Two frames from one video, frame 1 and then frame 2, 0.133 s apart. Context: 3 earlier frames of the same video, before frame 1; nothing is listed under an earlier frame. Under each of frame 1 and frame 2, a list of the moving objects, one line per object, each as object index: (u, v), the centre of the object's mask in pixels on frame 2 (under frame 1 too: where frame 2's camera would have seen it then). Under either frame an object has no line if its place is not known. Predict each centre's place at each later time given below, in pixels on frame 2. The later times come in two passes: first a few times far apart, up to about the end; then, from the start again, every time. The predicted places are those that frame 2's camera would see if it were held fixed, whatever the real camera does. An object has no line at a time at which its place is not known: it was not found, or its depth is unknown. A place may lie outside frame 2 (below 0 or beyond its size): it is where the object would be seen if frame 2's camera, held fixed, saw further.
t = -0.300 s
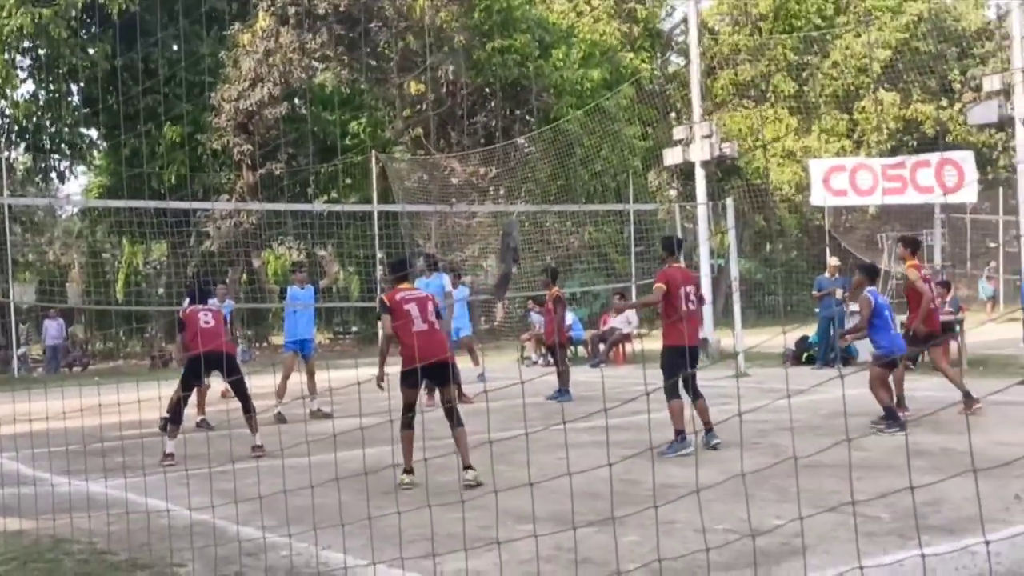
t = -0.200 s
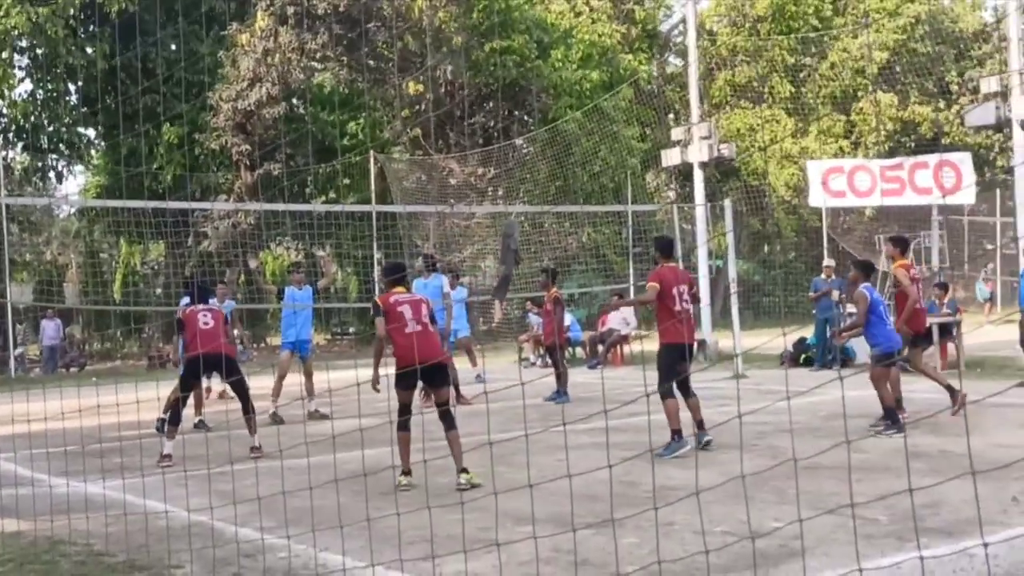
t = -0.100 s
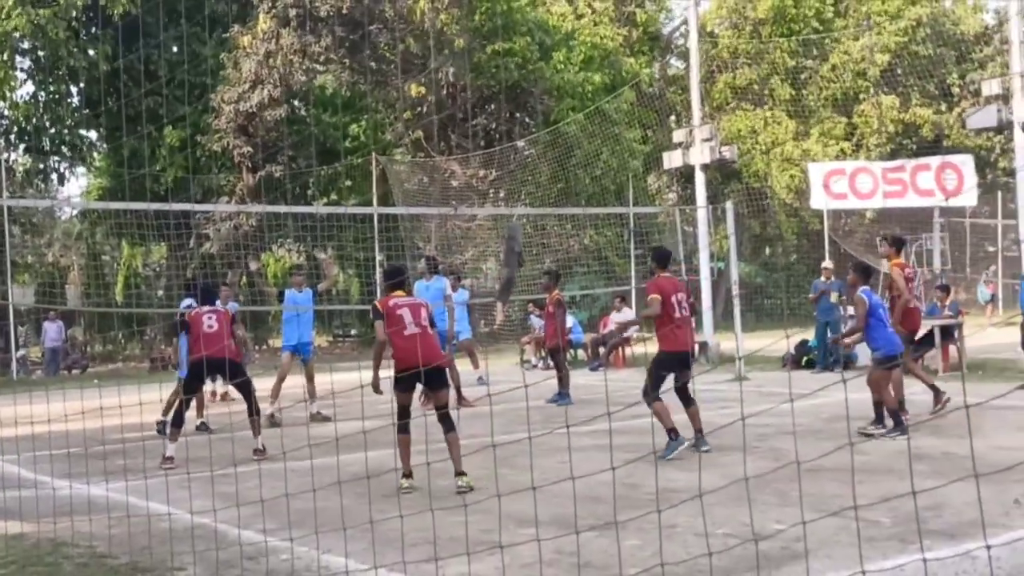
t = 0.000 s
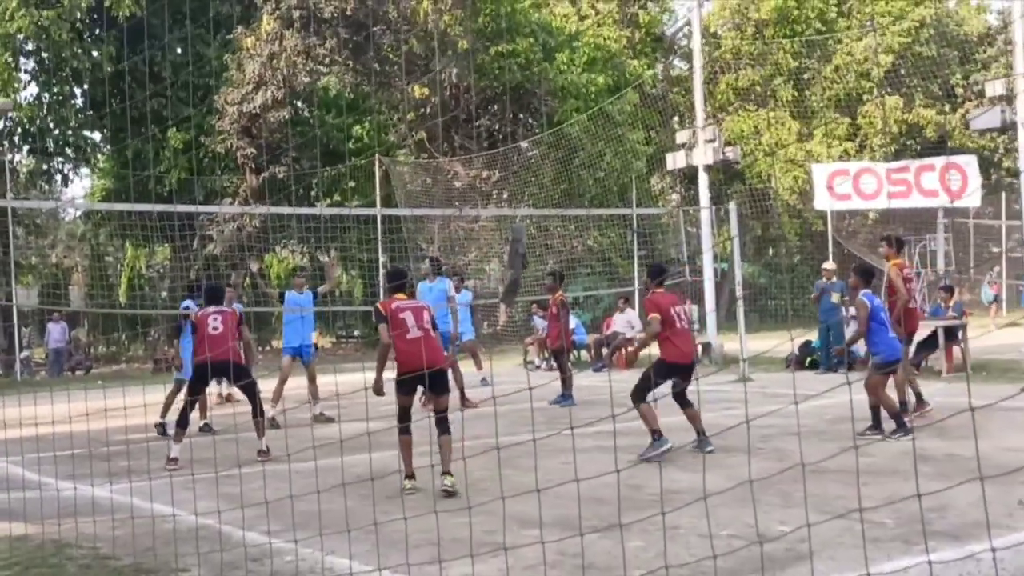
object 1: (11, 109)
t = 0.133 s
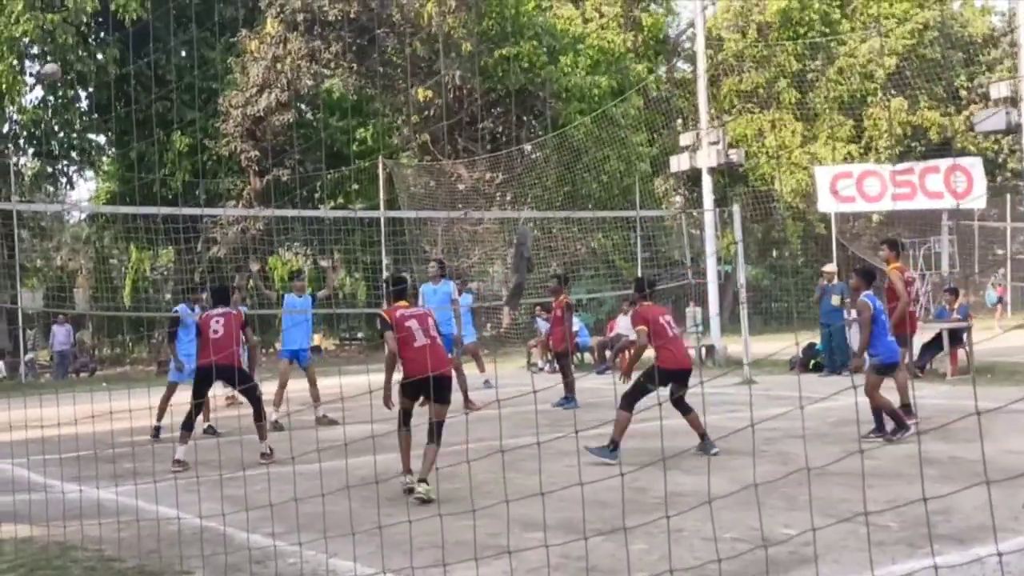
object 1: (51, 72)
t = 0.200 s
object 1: (75, 55)
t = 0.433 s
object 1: (165, 26)
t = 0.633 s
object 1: (259, 39)
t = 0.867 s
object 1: (406, 125)
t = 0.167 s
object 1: (62, 64)
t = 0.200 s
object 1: (75, 55)
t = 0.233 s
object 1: (87, 49)
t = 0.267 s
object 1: (99, 44)
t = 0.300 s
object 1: (111, 37)
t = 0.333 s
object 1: (124, 33)
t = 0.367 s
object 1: (137, 30)
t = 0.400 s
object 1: (151, 28)
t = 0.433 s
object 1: (165, 26)
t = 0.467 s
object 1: (179, 25)
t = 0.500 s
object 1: (194, 25)
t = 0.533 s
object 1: (209, 26)
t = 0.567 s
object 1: (226, 28)
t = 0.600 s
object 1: (243, 33)
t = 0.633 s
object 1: (259, 39)
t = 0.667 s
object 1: (276, 47)
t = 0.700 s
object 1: (297, 54)
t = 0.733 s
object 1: (317, 63)
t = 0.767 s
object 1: (338, 77)
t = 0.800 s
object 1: (359, 89)
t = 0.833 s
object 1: (382, 105)
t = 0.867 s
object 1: (406, 125)
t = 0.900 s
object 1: (431, 146)
